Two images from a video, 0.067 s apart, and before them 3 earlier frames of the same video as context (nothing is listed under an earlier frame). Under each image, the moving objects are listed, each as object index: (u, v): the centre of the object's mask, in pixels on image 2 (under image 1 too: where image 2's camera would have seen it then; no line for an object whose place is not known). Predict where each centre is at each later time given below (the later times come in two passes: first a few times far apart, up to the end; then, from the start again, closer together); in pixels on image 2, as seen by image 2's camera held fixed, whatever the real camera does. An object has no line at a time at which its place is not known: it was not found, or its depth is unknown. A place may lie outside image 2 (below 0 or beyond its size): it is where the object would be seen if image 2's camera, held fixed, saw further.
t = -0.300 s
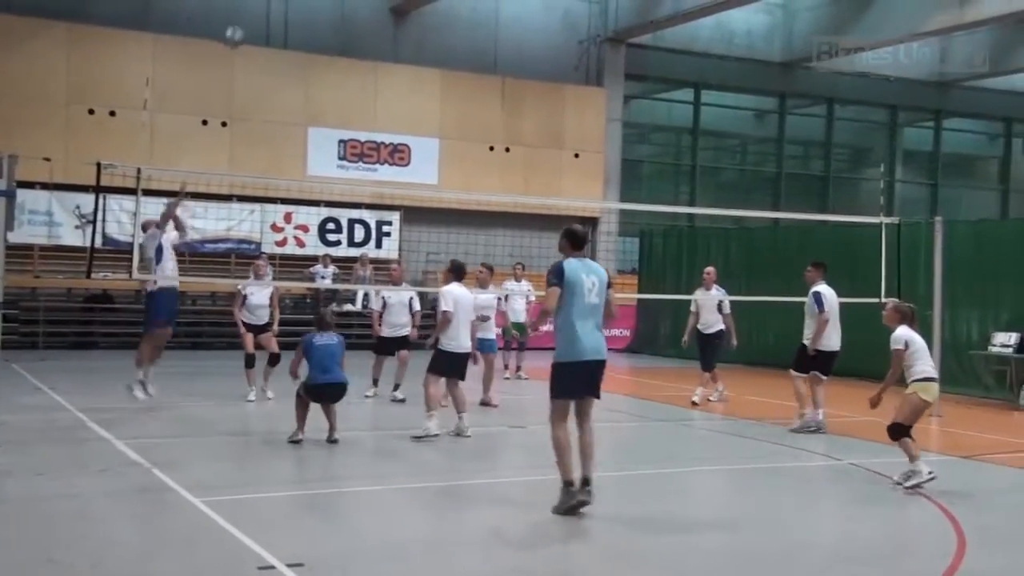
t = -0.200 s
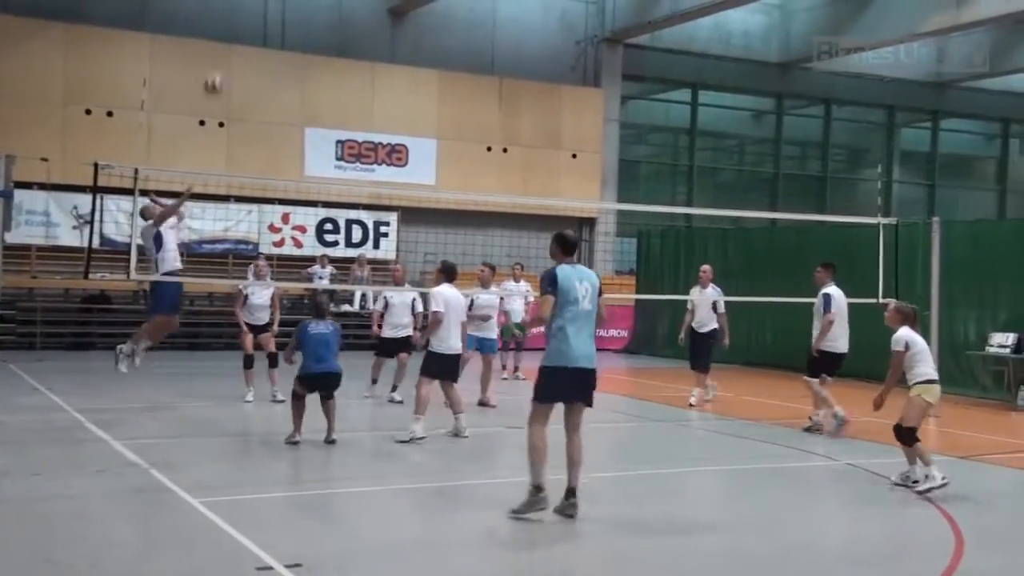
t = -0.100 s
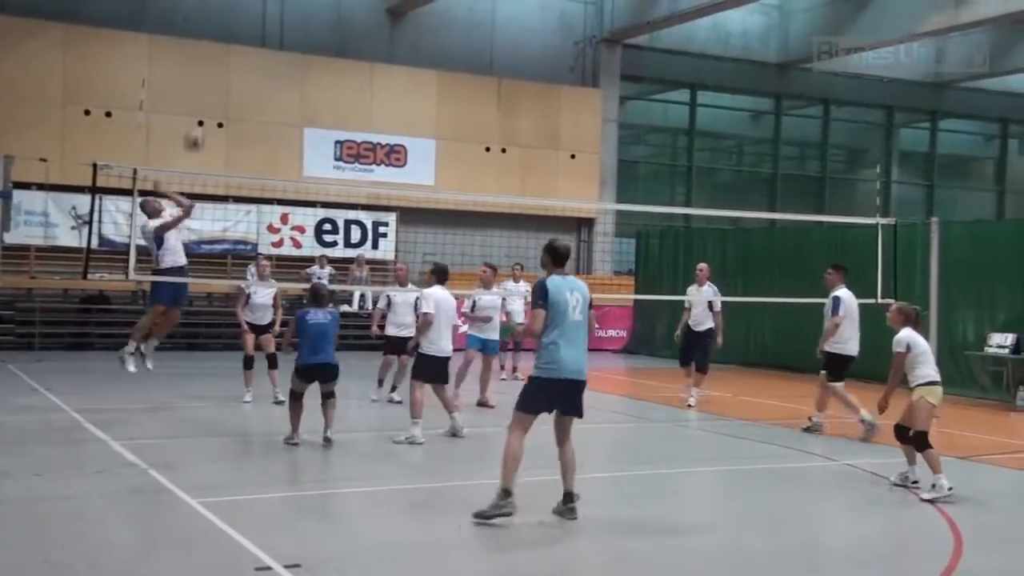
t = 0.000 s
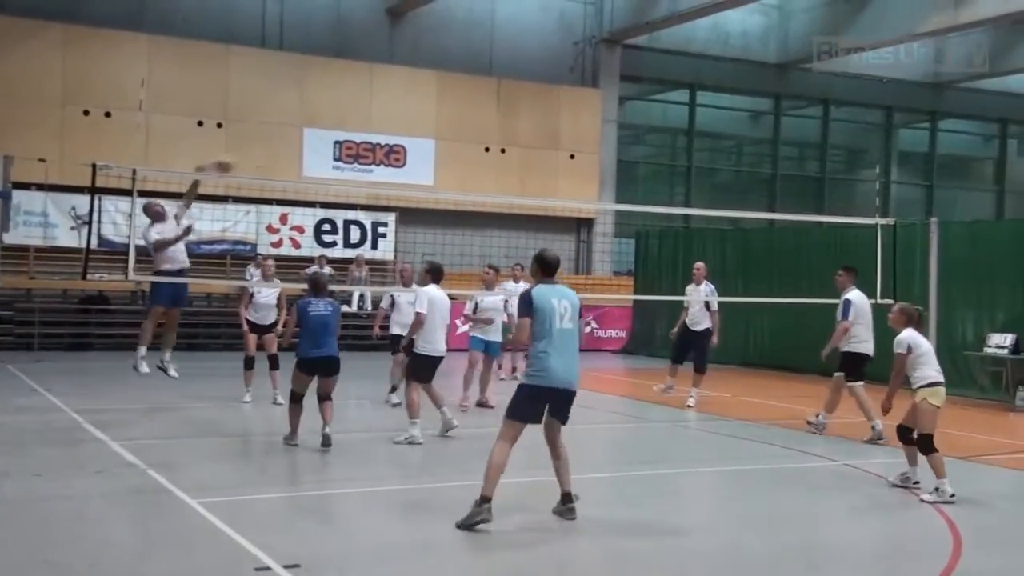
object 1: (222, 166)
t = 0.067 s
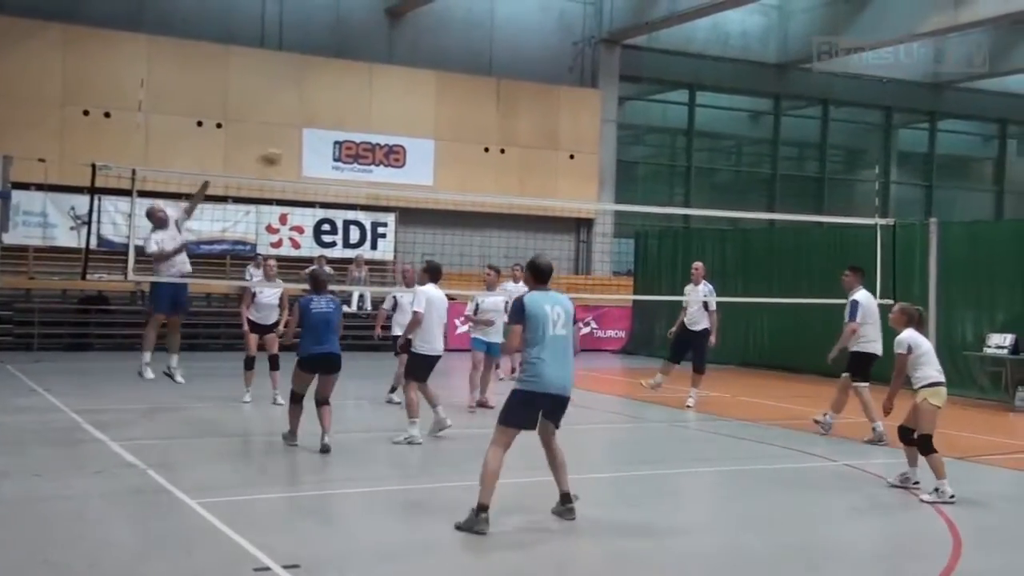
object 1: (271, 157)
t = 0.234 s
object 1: (420, 156)
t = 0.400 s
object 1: (562, 190)
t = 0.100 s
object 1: (302, 156)
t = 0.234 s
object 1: (420, 156)
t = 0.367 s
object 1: (545, 183)
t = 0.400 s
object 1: (562, 190)
